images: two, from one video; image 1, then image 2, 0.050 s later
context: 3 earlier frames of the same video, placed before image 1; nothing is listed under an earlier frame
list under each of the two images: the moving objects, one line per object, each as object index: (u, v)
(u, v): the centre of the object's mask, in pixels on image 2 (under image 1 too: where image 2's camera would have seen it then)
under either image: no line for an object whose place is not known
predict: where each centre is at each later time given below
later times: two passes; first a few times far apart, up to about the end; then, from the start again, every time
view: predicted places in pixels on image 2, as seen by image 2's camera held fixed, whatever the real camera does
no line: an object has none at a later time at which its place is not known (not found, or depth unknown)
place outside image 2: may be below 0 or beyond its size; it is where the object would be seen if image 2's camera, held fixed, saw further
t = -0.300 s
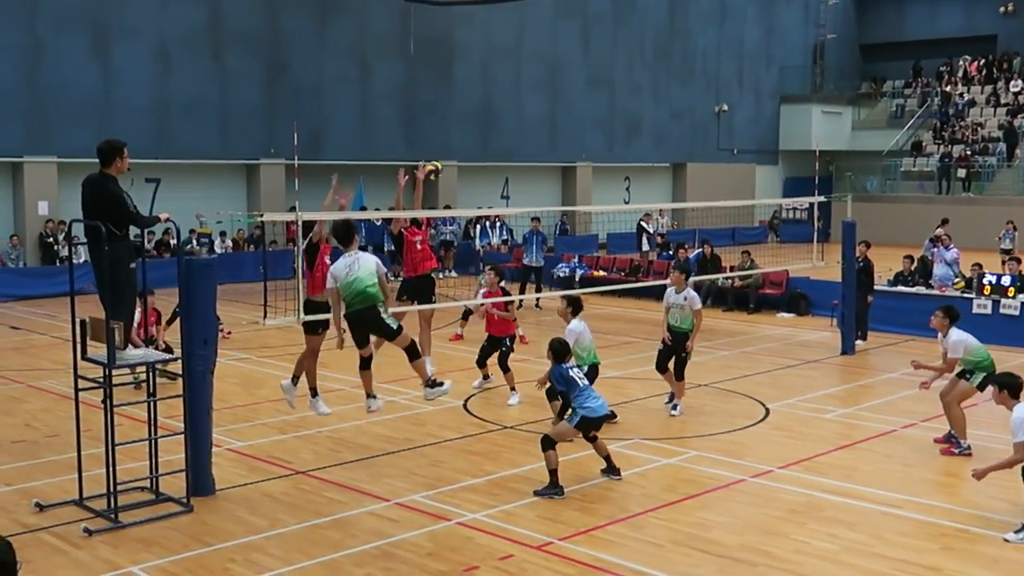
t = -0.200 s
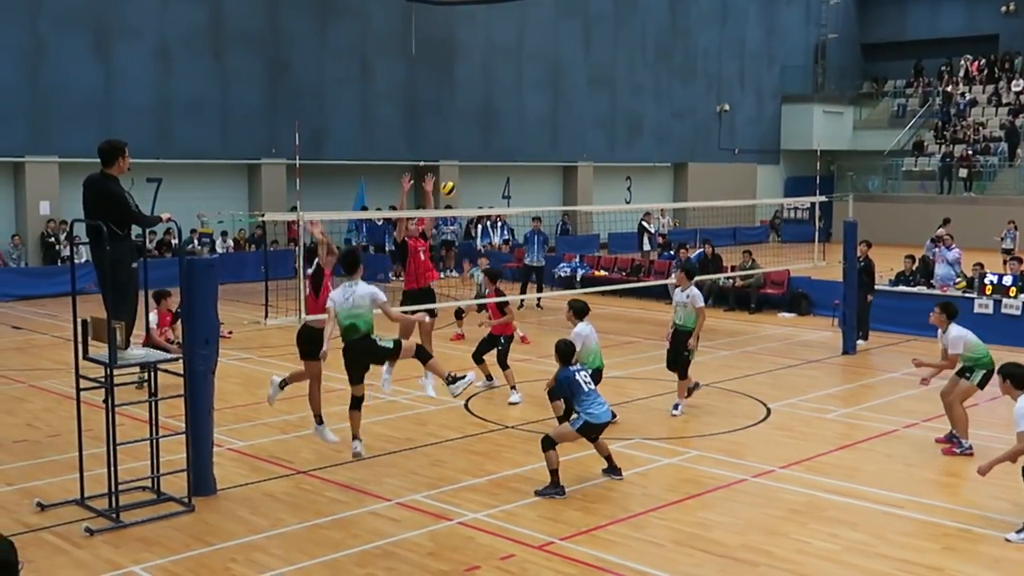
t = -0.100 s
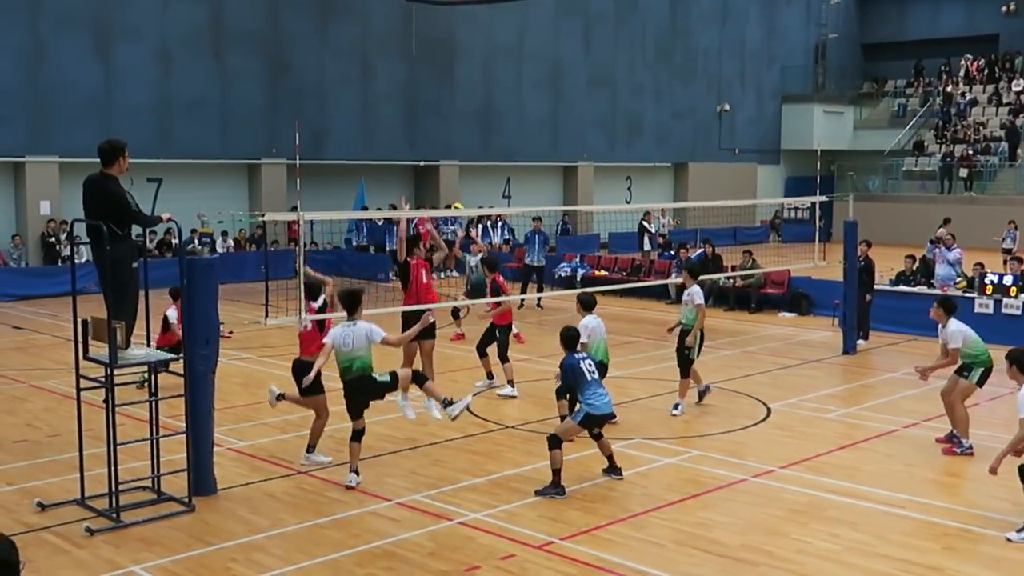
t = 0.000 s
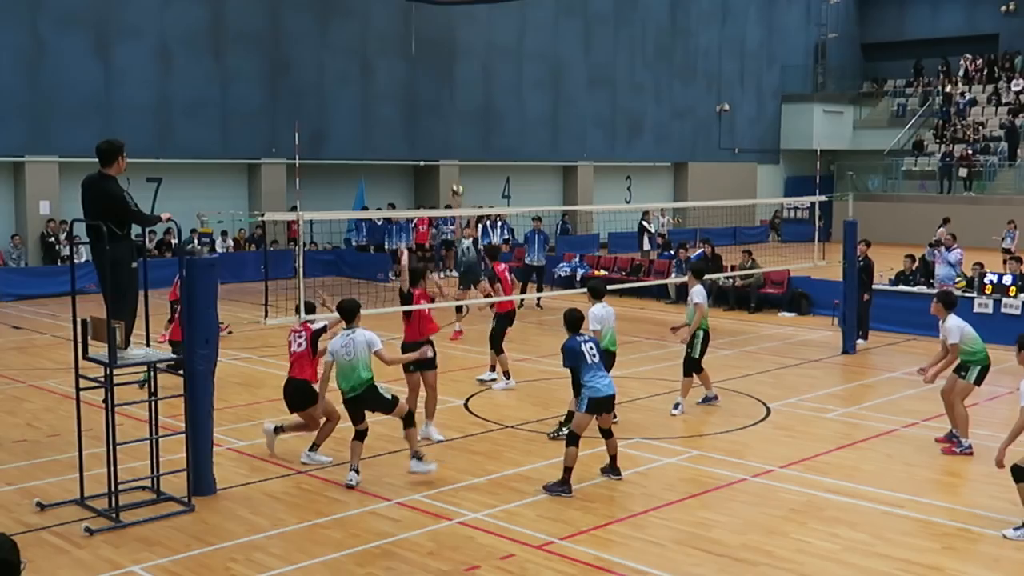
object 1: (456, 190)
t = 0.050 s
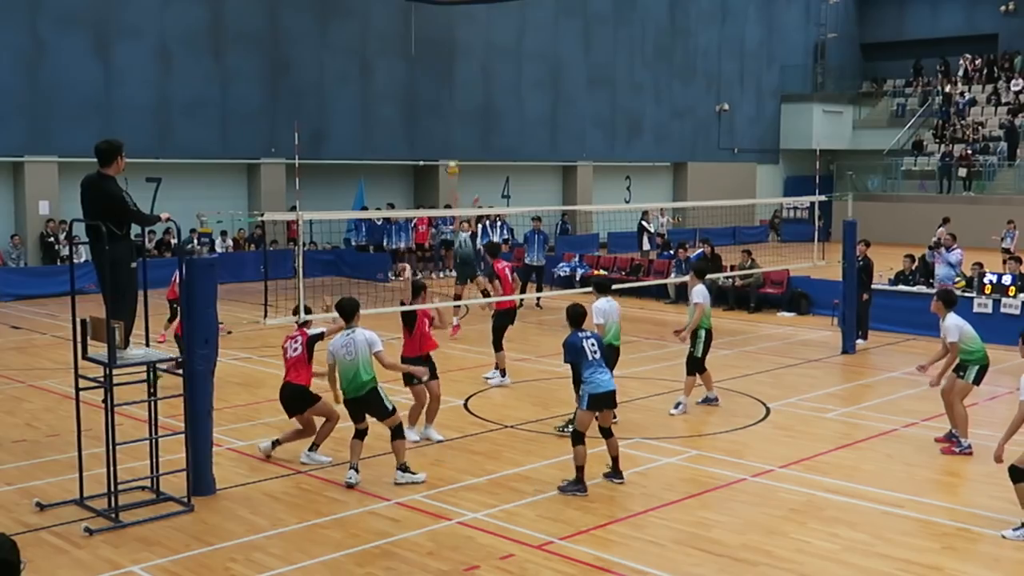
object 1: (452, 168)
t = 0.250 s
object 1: (433, 93)
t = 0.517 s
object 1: (408, 33)
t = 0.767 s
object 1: (385, 17)
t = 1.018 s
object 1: (361, 42)
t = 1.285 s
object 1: (338, 114)
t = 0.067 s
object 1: (450, 160)
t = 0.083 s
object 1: (449, 154)
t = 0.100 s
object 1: (447, 148)
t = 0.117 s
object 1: (446, 141)
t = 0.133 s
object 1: (444, 135)
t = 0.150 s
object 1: (442, 128)
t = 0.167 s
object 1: (441, 122)
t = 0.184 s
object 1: (439, 116)
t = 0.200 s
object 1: (438, 110)
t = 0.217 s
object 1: (436, 104)
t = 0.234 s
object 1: (435, 99)
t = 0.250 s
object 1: (433, 93)
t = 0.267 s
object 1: (431, 89)
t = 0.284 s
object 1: (430, 84)
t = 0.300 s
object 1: (428, 79)
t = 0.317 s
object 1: (427, 74)
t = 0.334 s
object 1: (425, 70)
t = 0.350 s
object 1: (423, 66)
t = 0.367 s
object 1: (422, 62)
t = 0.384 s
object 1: (420, 58)
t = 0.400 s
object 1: (419, 54)
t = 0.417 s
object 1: (418, 51)
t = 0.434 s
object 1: (416, 47)
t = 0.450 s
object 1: (414, 44)
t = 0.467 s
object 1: (413, 41)
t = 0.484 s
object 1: (411, 39)
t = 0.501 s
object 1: (409, 36)
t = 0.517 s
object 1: (408, 33)
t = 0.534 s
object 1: (406, 31)
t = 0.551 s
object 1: (405, 29)
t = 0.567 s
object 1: (403, 27)
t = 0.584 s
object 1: (402, 25)
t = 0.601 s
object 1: (400, 23)
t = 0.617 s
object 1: (399, 23)
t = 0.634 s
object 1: (397, 21)
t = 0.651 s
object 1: (396, 20)
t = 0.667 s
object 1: (394, 19)
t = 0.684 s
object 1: (392, 19)
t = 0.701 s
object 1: (391, 18)
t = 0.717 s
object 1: (390, 18)
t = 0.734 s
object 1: (388, 18)
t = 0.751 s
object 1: (386, 18)
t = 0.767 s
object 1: (385, 17)
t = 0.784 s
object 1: (383, 18)
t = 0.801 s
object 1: (382, 18)
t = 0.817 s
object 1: (380, 19)
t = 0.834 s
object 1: (378, 20)
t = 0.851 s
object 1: (377, 21)
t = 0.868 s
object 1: (376, 22)
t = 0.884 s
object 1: (374, 24)
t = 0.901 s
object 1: (372, 26)
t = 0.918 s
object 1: (370, 27)
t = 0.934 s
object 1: (369, 30)
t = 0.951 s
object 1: (367, 32)
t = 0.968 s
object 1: (366, 34)
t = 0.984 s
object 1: (364, 37)
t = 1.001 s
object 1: (363, 40)
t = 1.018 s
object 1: (361, 42)
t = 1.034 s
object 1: (359, 45)
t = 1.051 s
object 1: (358, 49)
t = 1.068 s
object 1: (357, 52)
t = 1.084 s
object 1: (356, 56)
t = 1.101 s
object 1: (354, 60)
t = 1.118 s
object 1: (352, 64)
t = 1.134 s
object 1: (351, 68)
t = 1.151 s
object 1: (350, 72)
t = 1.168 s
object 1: (349, 77)
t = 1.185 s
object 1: (347, 82)
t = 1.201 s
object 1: (345, 87)
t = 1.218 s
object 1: (344, 92)
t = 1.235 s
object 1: (342, 98)
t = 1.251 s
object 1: (341, 102)
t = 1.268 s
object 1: (339, 108)
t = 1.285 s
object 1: (338, 114)
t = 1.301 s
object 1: (336, 120)
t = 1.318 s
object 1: (335, 125)
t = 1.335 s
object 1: (333, 132)
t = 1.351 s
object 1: (332, 138)
